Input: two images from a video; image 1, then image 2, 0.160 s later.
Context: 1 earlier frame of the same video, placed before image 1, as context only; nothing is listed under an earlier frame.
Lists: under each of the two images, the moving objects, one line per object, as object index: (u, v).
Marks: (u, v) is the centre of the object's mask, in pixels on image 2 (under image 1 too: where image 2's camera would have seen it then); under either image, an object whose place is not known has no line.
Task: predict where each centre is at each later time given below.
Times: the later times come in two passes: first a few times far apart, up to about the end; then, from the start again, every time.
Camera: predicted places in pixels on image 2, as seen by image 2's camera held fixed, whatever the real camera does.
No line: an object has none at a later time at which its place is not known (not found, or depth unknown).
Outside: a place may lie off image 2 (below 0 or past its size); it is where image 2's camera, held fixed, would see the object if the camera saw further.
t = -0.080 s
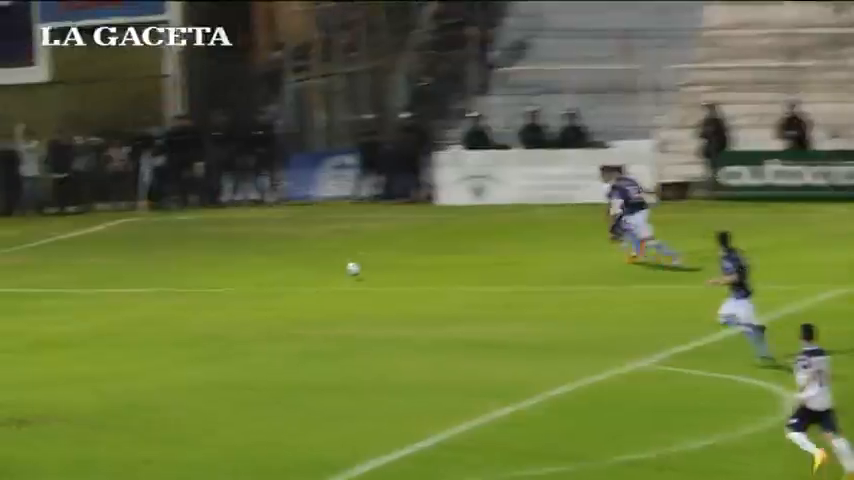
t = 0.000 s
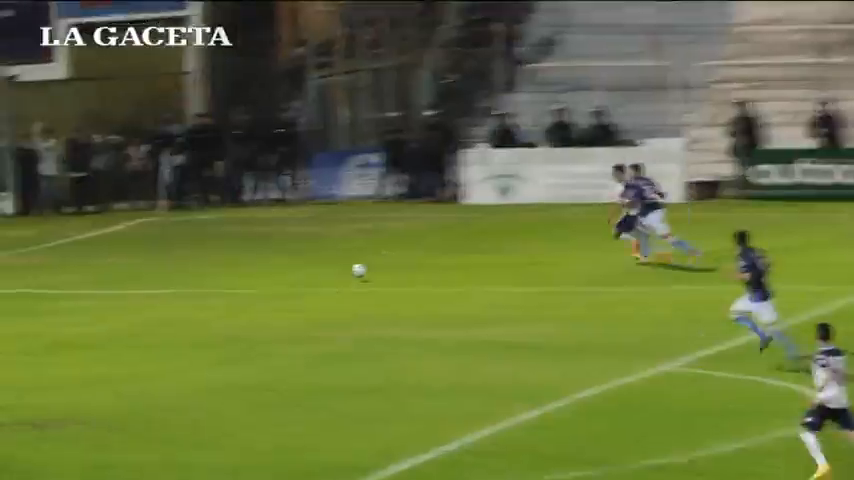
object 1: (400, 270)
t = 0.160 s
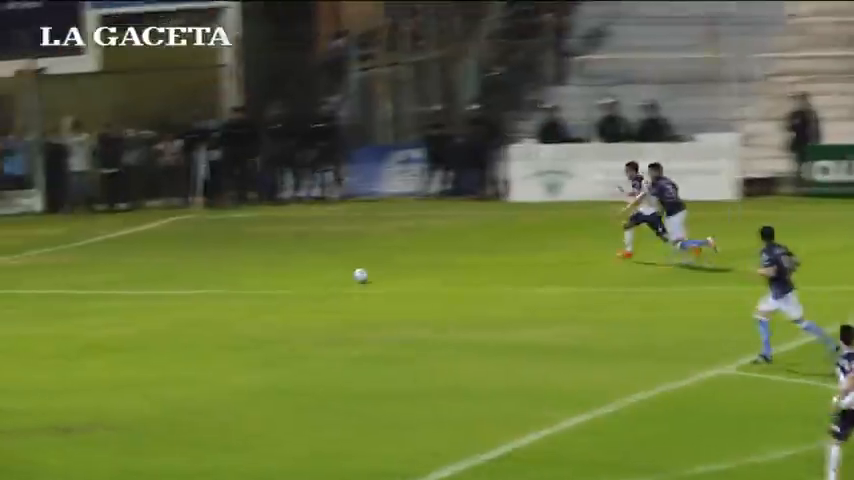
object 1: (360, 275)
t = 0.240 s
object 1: (343, 276)
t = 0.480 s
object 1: (297, 275)
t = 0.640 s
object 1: (268, 276)
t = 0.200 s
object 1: (351, 276)
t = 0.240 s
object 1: (343, 276)
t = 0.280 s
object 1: (335, 275)
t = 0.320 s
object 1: (328, 274)
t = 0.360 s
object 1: (320, 274)
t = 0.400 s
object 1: (312, 273)
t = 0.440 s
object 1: (305, 274)
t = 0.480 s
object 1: (297, 275)
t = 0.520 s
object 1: (289, 276)
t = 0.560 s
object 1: (282, 276)
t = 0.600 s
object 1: (275, 276)
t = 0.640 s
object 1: (268, 276)
